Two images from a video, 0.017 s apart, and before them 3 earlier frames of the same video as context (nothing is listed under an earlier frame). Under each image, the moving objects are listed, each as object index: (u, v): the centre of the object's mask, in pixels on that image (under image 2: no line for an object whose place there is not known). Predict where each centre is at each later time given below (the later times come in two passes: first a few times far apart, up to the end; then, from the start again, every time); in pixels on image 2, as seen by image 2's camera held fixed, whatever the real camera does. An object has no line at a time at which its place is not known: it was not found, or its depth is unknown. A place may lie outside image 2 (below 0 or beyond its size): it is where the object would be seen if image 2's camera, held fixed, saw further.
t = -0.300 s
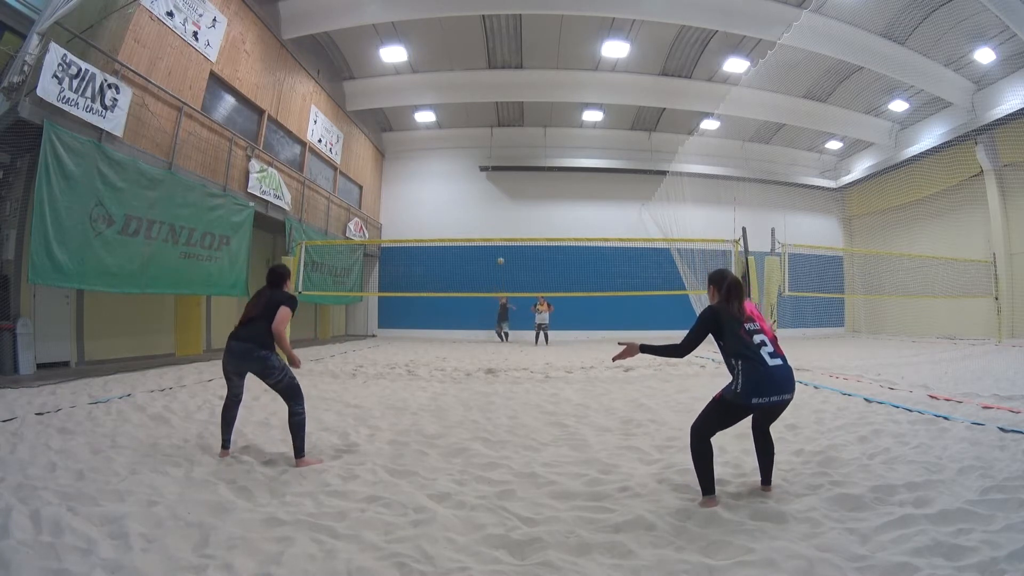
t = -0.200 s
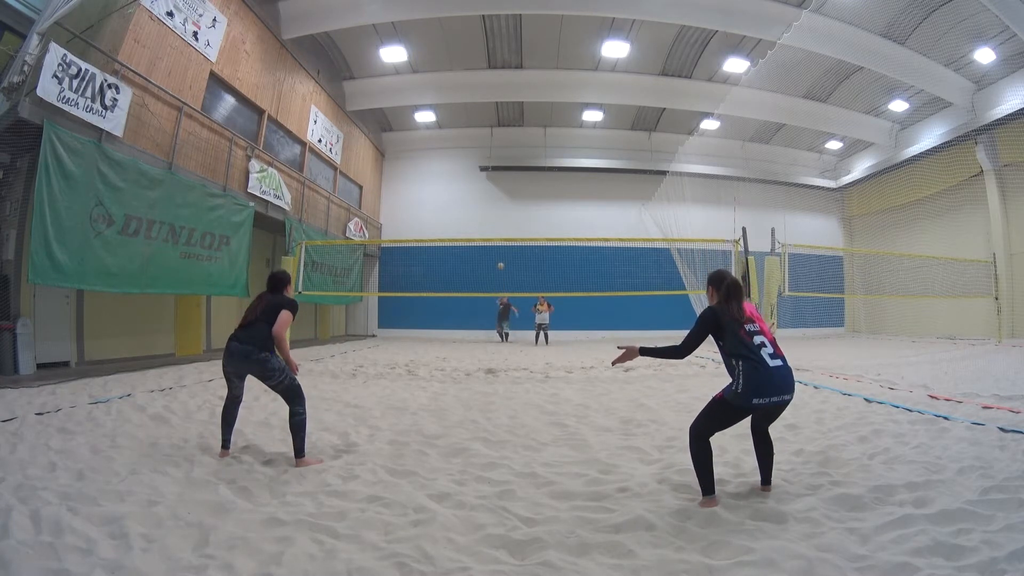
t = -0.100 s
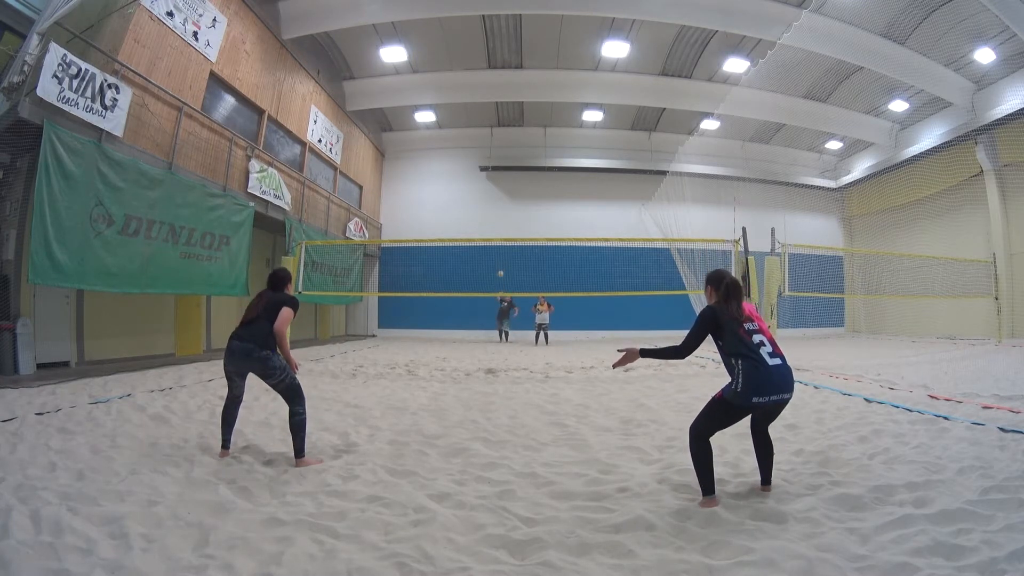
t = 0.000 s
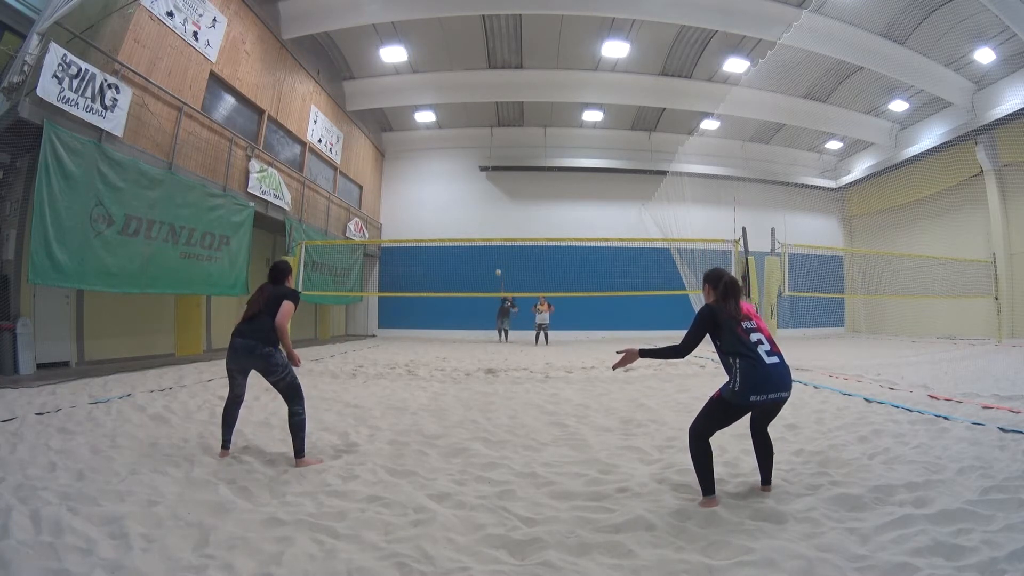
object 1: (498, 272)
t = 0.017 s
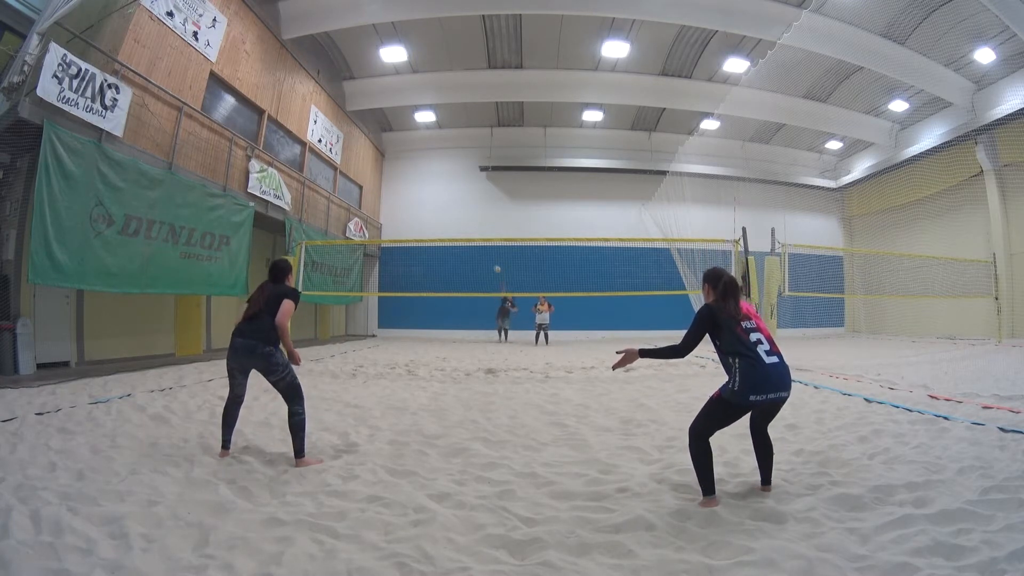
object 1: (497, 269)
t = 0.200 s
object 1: (482, 231)
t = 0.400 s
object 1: (463, 194)
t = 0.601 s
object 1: (437, 168)
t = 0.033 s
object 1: (496, 265)
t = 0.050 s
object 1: (495, 262)
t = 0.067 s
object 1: (494, 259)
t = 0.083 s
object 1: (492, 255)
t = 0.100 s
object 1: (491, 252)
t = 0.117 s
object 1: (490, 248)
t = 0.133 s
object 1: (489, 246)
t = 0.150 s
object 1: (486, 244)
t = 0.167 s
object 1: (485, 236)
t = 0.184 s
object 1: (484, 235)
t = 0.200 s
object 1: (482, 231)
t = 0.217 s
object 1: (481, 228)
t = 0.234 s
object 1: (479, 225)
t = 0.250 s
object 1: (478, 221)
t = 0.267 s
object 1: (477, 218)
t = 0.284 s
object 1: (475, 214)
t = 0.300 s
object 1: (473, 212)
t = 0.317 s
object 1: (472, 209)
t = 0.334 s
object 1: (470, 206)
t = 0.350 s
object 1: (468, 202)
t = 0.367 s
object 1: (466, 200)
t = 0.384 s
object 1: (465, 197)
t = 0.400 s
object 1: (463, 194)
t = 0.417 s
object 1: (461, 192)
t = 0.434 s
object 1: (459, 189)
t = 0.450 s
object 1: (457, 187)
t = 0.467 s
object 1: (455, 185)
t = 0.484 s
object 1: (453, 182)
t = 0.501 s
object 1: (451, 180)
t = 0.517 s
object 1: (449, 178)
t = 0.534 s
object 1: (447, 176)
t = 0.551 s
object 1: (445, 174)
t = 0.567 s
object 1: (442, 172)
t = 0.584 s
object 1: (440, 170)
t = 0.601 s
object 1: (437, 168)
